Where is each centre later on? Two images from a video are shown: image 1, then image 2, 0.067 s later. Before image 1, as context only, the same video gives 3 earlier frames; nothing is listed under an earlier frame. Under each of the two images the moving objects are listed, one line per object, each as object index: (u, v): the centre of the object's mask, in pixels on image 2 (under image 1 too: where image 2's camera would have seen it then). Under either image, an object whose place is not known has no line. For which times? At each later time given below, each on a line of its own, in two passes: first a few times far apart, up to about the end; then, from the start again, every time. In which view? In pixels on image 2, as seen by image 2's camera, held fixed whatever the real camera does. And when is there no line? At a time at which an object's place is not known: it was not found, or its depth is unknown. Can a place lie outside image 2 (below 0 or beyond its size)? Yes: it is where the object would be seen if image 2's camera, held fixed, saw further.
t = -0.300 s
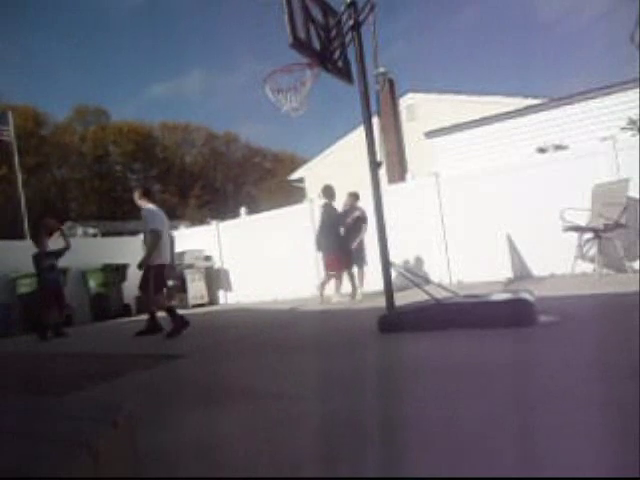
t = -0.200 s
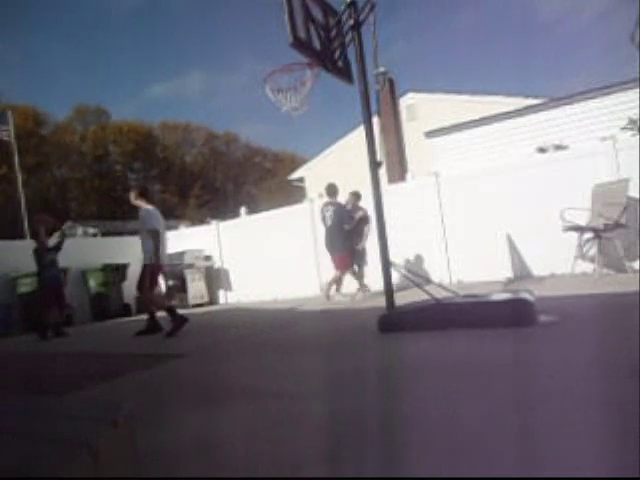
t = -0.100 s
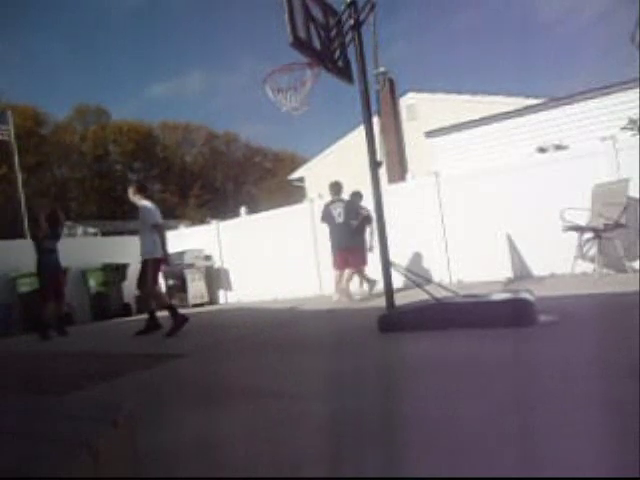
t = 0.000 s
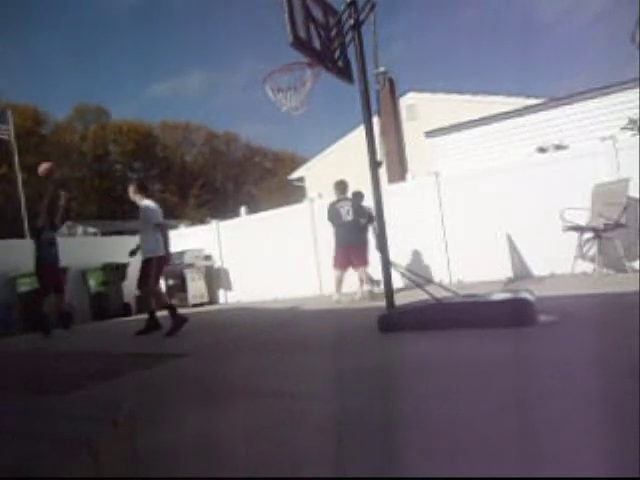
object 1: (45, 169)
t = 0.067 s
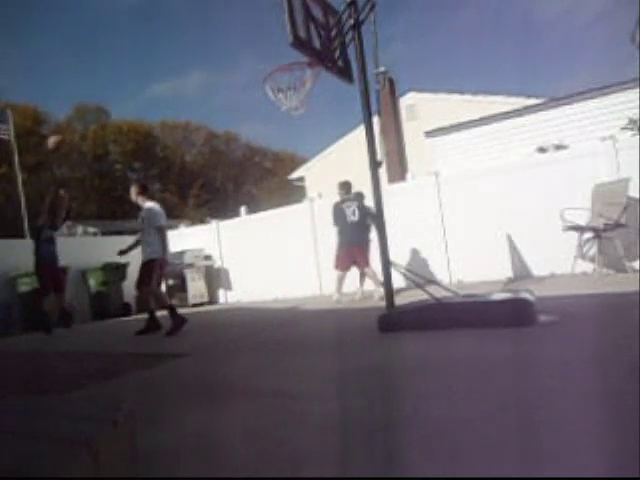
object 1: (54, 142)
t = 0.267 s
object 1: (88, 77)
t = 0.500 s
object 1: (134, 28)
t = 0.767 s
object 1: (204, 17)
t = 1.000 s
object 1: (287, 63)
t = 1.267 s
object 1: (301, 179)
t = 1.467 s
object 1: (312, 288)
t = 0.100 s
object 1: (59, 130)
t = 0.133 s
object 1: (64, 119)
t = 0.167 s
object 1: (71, 107)
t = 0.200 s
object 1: (77, 97)
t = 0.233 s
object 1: (82, 87)
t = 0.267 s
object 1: (88, 77)
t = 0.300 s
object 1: (94, 68)
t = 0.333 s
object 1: (100, 60)
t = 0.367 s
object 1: (107, 52)
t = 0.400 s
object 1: (113, 45)
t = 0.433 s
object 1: (120, 39)
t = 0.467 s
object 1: (127, 33)
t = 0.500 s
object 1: (134, 28)
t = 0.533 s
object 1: (143, 23)
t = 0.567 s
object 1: (150, 20)
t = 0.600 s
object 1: (158, 17)
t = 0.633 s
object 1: (167, 15)
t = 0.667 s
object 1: (175, 14)
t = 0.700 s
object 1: (184, 14)
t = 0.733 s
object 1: (194, 15)
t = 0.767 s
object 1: (204, 17)
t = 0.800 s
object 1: (214, 21)
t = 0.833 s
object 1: (225, 24)
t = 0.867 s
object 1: (236, 30)
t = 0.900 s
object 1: (248, 37)
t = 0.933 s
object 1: (260, 44)
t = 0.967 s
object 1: (274, 53)
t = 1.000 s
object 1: (287, 63)
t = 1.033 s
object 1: (296, 78)
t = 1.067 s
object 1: (297, 94)
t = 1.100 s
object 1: (298, 108)
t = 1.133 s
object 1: (298, 121)
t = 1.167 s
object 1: (299, 134)
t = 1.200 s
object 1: (299, 148)
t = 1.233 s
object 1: (300, 164)
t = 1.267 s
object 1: (301, 179)
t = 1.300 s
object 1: (303, 195)
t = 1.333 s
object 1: (305, 212)
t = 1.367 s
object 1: (307, 230)
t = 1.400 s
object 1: (308, 249)
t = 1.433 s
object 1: (310, 268)
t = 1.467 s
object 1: (312, 288)
